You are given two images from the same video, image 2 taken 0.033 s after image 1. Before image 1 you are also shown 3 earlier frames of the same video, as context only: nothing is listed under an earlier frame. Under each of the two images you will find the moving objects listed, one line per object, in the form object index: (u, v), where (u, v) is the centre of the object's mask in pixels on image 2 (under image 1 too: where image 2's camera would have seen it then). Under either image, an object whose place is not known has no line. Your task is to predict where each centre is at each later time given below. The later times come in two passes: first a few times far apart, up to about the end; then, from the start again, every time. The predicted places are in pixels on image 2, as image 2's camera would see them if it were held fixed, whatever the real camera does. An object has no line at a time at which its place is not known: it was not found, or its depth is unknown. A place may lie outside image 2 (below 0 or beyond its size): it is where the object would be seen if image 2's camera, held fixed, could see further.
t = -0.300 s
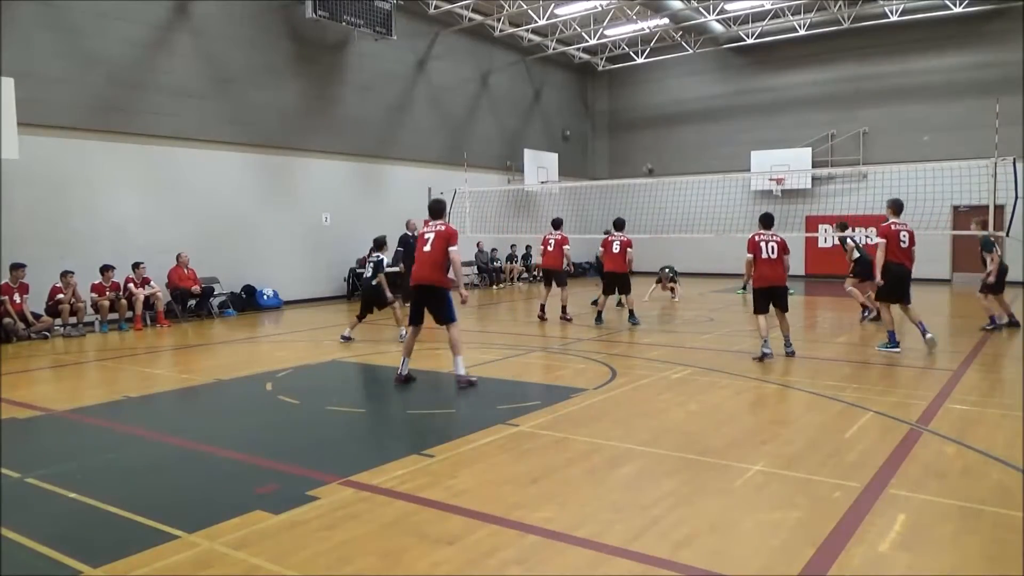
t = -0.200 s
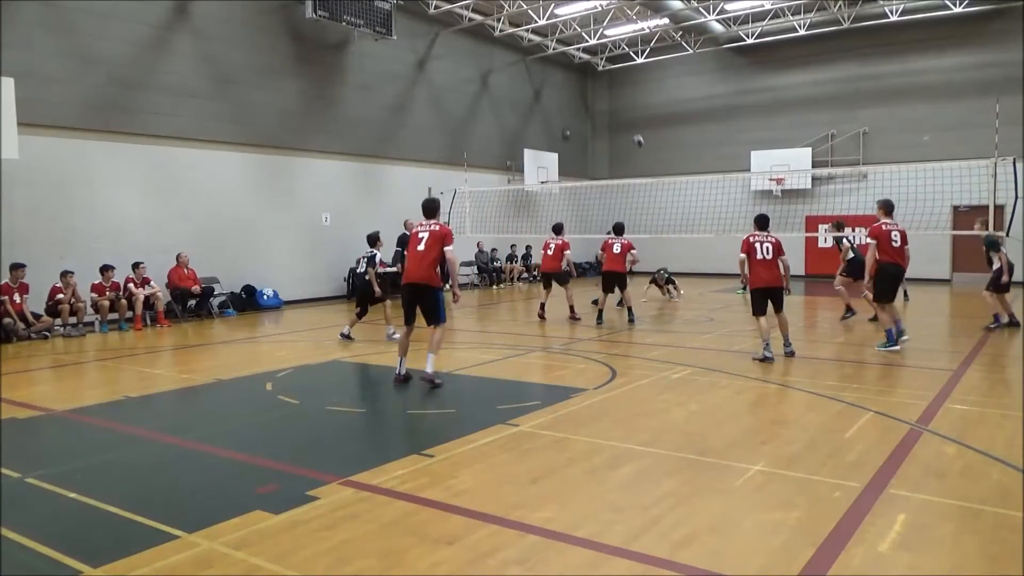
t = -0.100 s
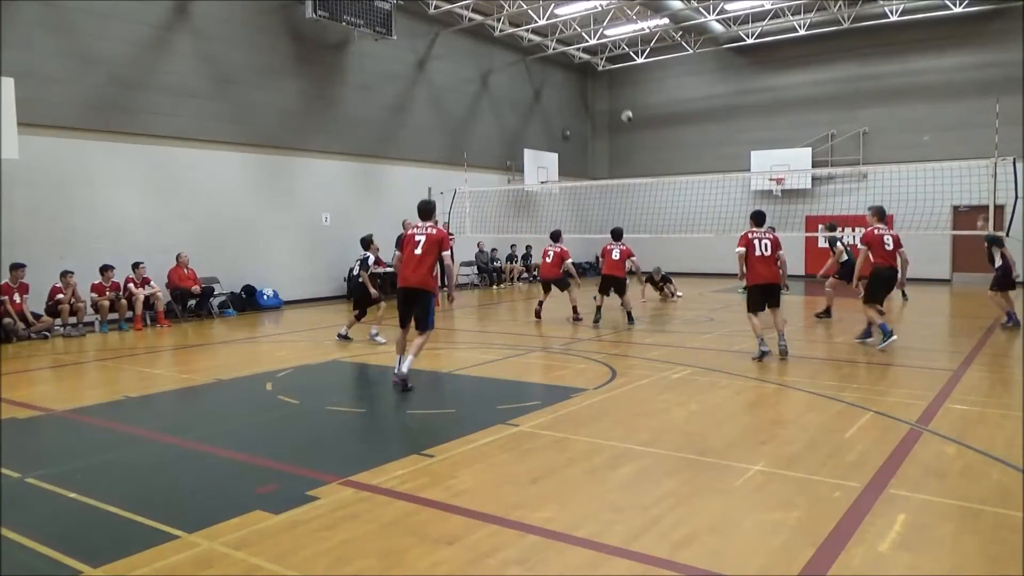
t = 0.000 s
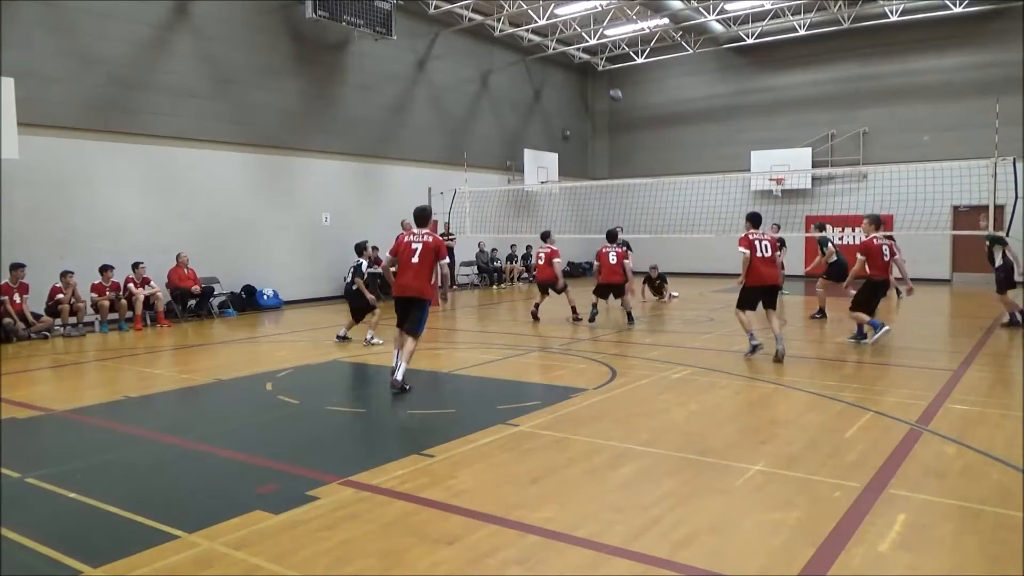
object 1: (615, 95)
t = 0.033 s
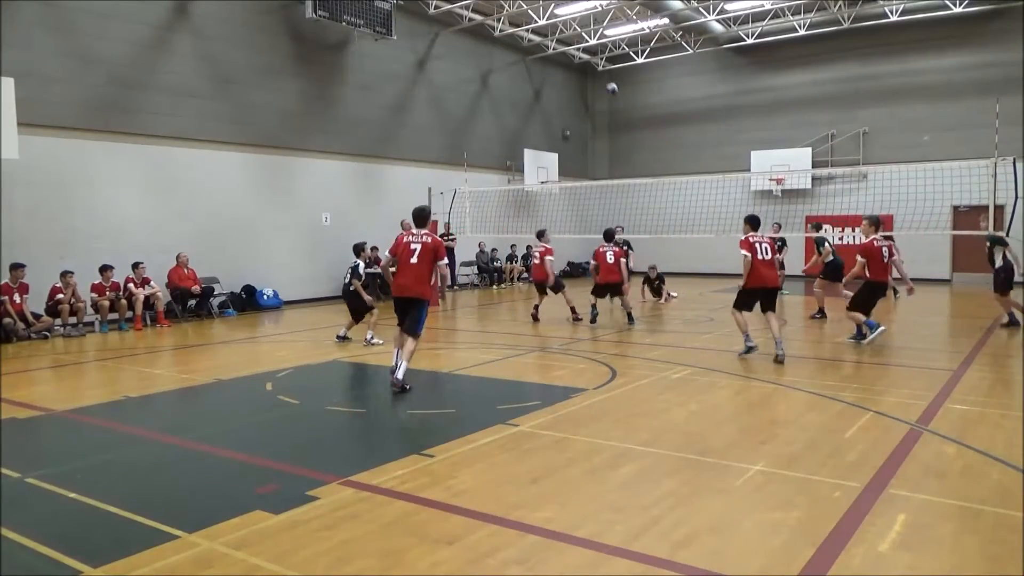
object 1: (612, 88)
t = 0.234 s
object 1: (587, 63)
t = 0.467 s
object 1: (546, 61)
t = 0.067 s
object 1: (607, 83)
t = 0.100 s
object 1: (603, 77)
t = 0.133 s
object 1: (598, 73)
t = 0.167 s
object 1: (593, 68)
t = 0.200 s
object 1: (589, 65)
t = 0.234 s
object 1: (587, 63)
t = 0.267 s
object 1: (580, 59)
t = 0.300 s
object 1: (574, 58)
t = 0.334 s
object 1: (570, 57)
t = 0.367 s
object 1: (564, 58)
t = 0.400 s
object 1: (558, 58)
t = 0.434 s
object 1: (552, 59)
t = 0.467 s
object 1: (546, 61)
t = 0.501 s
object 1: (542, 64)
